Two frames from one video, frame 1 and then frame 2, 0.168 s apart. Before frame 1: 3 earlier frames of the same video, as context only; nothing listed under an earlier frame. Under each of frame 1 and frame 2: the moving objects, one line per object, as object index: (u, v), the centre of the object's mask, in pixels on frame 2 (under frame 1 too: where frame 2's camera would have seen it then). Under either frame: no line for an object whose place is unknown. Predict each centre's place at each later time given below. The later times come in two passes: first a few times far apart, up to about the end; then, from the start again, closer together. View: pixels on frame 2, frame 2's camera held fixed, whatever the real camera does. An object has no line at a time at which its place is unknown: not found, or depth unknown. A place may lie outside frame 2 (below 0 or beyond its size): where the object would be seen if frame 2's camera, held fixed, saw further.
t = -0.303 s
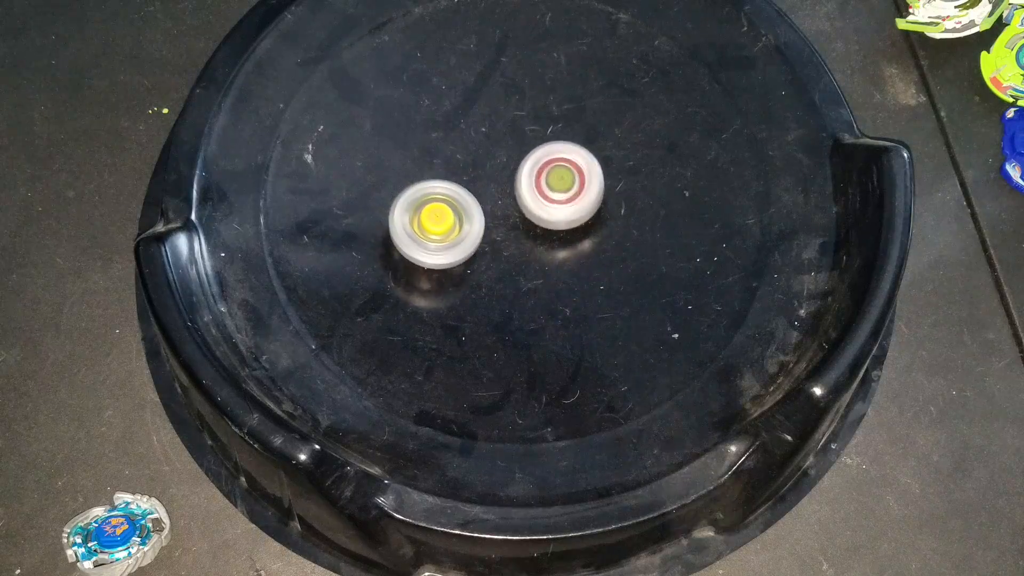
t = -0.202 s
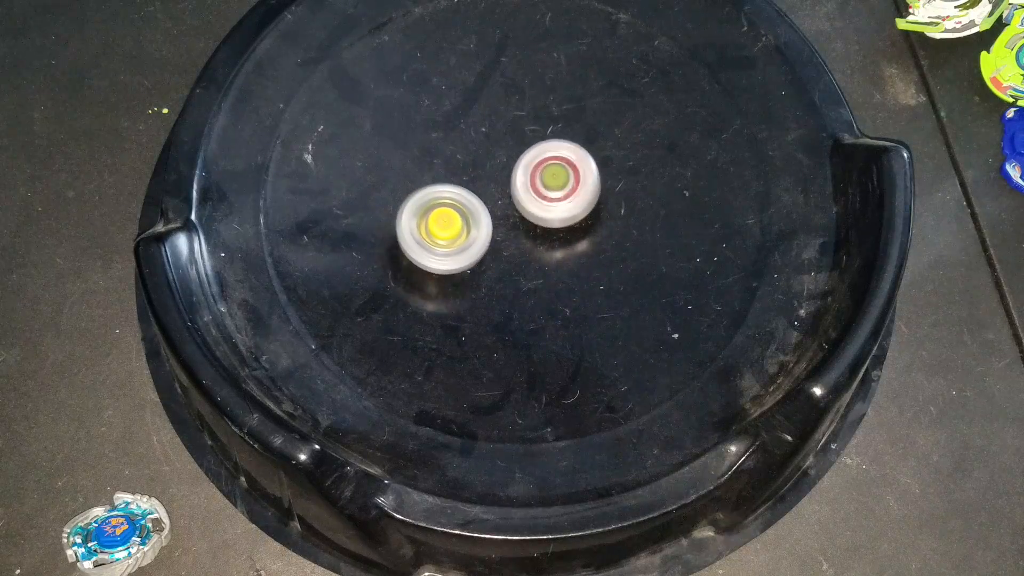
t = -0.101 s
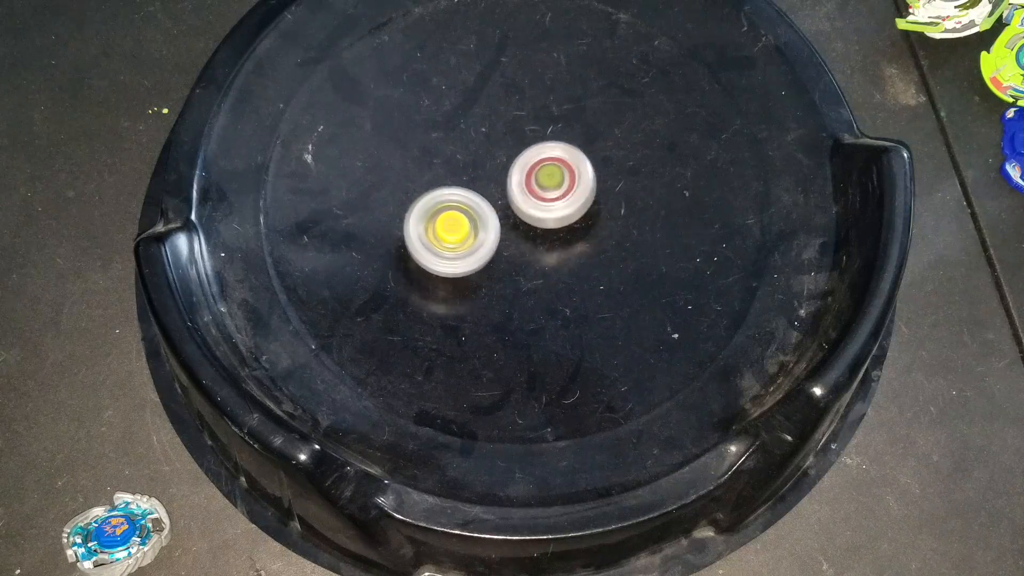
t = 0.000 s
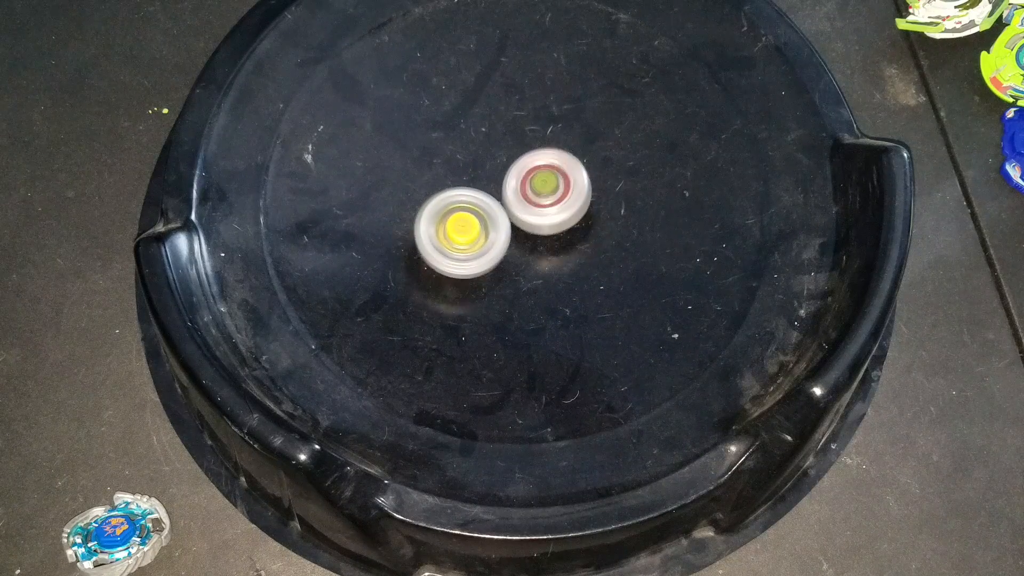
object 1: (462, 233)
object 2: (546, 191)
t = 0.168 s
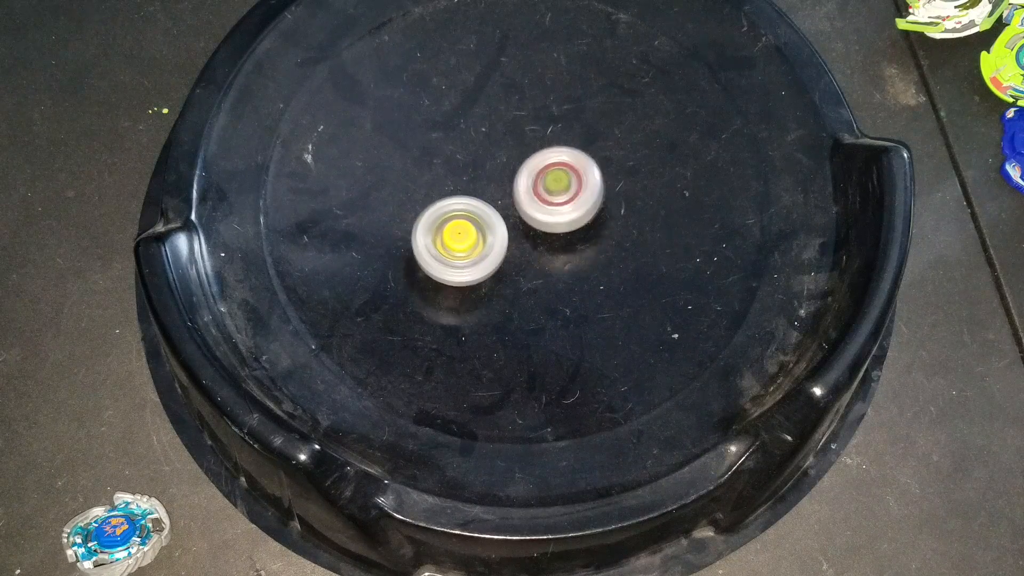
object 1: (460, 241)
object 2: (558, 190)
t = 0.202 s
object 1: (462, 242)
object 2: (556, 191)
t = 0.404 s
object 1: (473, 250)
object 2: (545, 195)
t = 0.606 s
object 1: (470, 267)
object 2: (547, 181)
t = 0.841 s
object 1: (482, 264)
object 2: (527, 177)
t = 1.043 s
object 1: (491, 260)
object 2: (510, 180)
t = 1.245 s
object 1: (499, 259)
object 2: (497, 176)
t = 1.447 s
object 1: (509, 256)
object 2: (489, 175)
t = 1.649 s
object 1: (522, 261)
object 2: (487, 173)
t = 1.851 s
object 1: (531, 257)
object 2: (488, 184)
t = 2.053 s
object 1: (543, 269)
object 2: (483, 181)
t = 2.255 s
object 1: (542, 262)
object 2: (484, 198)
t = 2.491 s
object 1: (544, 265)
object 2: (473, 198)
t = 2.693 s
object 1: (548, 262)
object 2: (458, 191)
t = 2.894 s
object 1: (548, 250)
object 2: (453, 190)
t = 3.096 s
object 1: (545, 233)
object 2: (458, 197)
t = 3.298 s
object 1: (567, 231)
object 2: (442, 195)
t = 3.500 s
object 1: (570, 219)
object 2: (448, 206)
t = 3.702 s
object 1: (567, 212)
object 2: (456, 217)
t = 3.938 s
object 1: (567, 203)
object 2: (452, 234)
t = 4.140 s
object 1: (563, 200)
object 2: (449, 242)
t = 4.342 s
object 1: (550, 196)
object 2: (454, 243)
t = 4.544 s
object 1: (551, 187)
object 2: (451, 247)
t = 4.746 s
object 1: (544, 181)
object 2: (459, 252)
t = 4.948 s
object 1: (531, 179)
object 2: (472, 257)
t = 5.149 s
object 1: (519, 183)
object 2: (485, 263)
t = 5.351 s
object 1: (516, 179)
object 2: (488, 276)
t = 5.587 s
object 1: (508, 183)
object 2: (494, 275)
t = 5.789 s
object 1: (503, 182)
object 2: (500, 276)
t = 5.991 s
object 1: (498, 180)
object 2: (514, 270)
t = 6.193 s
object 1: (496, 187)
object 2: (528, 268)
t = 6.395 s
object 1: (490, 192)
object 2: (539, 272)
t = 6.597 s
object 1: (492, 196)
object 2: (542, 269)
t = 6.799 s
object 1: (494, 192)
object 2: (542, 267)
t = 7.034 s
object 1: (491, 188)
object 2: (544, 265)
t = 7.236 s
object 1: (492, 184)
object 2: (550, 262)
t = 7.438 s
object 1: (498, 186)
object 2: (554, 260)
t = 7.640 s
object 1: (500, 184)
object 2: (556, 255)
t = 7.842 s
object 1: (488, 177)
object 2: (568, 265)
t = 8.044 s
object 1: (484, 190)
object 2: (569, 255)
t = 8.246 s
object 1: (482, 201)
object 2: (570, 243)
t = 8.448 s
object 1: (479, 207)
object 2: (575, 230)
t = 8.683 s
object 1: (477, 214)
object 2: (579, 221)
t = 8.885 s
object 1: (477, 213)
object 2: (576, 212)
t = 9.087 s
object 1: (478, 213)
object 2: (570, 203)
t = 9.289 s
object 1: (476, 214)
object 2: (567, 194)
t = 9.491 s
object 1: (474, 214)
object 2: (564, 191)
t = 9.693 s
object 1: (460, 220)
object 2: (571, 191)
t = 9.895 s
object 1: (461, 222)
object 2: (557, 188)
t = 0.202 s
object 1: (462, 242)
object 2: (556, 191)
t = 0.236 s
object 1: (464, 243)
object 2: (555, 193)
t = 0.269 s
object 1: (466, 244)
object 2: (553, 194)
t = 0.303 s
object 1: (468, 245)
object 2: (551, 195)
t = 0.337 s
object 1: (470, 247)
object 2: (548, 195)
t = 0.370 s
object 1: (472, 248)
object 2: (546, 195)
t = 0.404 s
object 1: (473, 250)
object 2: (545, 195)
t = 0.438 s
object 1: (467, 256)
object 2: (552, 189)
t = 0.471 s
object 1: (463, 261)
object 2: (558, 184)
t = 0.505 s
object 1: (464, 263)
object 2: (557, 183)
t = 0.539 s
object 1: (466, 265)
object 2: (553, 183)
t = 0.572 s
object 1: (468, 266)
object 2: (549, 182)
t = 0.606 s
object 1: (470, 267)
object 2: (547, 181)
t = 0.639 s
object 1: (472, 267)
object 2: (543, 180)
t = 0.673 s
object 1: (474, 267)
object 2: (540, 179)
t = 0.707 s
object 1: (476, 267)
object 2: (537, 179)
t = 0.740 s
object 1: (477, 266)
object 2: (534, 178)
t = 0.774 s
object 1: (479, 266)
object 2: (532, 178)
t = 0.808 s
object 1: (480, 265)
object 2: (529, 178)
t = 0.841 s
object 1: (482, 264)
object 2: (527, 177)
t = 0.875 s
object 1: (483, 264)
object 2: (523, 178)
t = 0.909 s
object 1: (485, 263)
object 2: (520, 178)
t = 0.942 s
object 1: (486, 262)
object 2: (518, 179)
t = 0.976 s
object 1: (488, 262)
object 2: (515, 179)
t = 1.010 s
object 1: (489, 261)
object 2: (513, 180)
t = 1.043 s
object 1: (491, 260)
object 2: (510, 180)
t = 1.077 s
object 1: (491, 260)
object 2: (508, 178)
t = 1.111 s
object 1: (492, 260)
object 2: (506, 178)
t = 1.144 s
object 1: (493, 259)
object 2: (504, 177)
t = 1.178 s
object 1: (495, 259)
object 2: (502, 176)
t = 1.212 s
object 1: (497, 259)
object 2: (499, 176)
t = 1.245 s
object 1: (499, 259)
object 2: (497, 176)
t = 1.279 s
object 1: (500, 258)
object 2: (495, 176)
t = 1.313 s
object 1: (501, 260)
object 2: (493, 174)
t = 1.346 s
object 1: (503, 260)
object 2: (493, 173)
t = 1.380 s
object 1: (505, 259)
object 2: (492, 174)
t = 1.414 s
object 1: (507, 258)
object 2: (490, 174)
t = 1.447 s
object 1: (509, 256)
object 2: (489, 175)
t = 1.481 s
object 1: (511, 256)
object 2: (489, 176)
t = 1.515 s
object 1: (513, 256)
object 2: (488, 176)
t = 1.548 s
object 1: (516, 260)
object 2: (488, 173)
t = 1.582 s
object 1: (518, 262)
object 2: (488, 172)
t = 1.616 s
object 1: (520, 261)
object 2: (487, 172)
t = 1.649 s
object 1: (522, 261)
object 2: (487, 173)
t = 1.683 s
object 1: (523, 260)
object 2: (487, 174)
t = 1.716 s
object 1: (525, 259)
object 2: (487, 175)
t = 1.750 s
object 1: (527, 258)
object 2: (487, 178)
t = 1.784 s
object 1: (528, 258)
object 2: (487, 180)
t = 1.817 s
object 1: (530, 257)
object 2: (488, 182)
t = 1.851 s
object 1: (531, 257)
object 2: (488, 184)
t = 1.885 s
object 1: (535, 262)
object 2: (486, 182)
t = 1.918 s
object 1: (539, 269)
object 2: (484, 175)
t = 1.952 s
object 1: (540, 271)
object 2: (484, 174)
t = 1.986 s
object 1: (542, 270)
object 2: (484, 177)
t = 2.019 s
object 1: (543, 269)
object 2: (483, 179)
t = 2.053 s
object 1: (543, 269)
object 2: (483, 181)
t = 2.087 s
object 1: (544, 268)
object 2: (483, 184)
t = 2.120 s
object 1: (543, 267)
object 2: (483, 186)
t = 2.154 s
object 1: (543, 266)
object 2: (483, 189)
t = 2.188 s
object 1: (542, 264)
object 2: (484, 192)
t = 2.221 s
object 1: (542, 263)
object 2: (484, 195)
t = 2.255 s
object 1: (542, 262)
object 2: (484, 198)
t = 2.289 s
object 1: (542, 263)
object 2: (482, 198)
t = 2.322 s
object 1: (541, 263)
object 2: (482, 199)
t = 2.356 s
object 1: (543, 266)
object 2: (478, 198)
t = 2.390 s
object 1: (545, 269)
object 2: (475, 195)
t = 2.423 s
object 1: (545, 268)
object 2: (474, 196)
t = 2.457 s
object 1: (545, 267)
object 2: (474, 198)
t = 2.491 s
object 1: (544, 265)
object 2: (473, 198)
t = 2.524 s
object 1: (543, 263)
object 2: (472, 200)
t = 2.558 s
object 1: (542, 261)
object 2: (472, 200)
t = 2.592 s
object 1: (541, 259)
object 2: (471, 201)
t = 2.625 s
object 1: (539, 257)
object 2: (470, 202)
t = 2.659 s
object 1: (543, 260)
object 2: (465, 197)
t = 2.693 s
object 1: (548, 262)
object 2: (458, 191)
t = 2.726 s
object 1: (549, 262)
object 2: (457, 189)
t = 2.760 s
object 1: (549, 260)
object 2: (455, 190)
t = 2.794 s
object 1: (549, 258)
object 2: (454, 190)
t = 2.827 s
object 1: (549, 256)
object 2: (454, 190)
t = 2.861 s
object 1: (549, 253)
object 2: (453, 190)
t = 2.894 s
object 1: (548, 250)
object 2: (453, 190)
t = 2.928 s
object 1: (548, 247)
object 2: (453, 191)
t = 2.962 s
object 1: (547, 244)
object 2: (454, 192)
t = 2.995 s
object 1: (547, 241)
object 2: (455, 193)
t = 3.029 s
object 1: (546, 239)
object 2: (456, 195)
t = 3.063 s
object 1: (545, 236)
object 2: (457, 196)
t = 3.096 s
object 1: (545, 233)
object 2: (458, 197)
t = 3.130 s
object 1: (545, 231)
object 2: (459, 199)
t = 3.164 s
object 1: (549, 232)
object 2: (456, 198)
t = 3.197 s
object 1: (560, 234)
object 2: (445, 194)
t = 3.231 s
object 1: (565, 235)
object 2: (441, 191)
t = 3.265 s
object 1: (566, 233)
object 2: (441, 193)
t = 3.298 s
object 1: (567, 231)
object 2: (442, 195)
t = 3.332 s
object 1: (568, 229)
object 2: (443, 198)
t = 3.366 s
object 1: (568, 227)
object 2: (444, 200)
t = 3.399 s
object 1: (569, 225)
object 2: (444, 202)
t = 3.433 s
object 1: (569, 223)
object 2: (445, 203)
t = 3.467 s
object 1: (570, 221)
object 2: (446, 205)
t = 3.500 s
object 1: (570, 219)
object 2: (448, 206)
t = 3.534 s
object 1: (570, 217)
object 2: (448, 208)
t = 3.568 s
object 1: (570, 216)
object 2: (450, 209)
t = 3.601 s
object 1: (569, 215)
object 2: (451, 211)
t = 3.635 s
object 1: (569, 214)
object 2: (453, 213)
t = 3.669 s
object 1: (568, 213)
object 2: (455, 215)
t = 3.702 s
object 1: (567, 212)
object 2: (456, 217)
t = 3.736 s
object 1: (566, 212)
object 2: (458, 219)
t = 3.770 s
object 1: (565, 211)
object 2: (459, 221)
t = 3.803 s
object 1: (563, 210)
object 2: (461, 223)
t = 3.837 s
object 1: (561, 209)
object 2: (463, 226)
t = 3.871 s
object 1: (559, 208)
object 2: (464, 228)
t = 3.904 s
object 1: (560, 206)
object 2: (462, 231)
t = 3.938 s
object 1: (567, 203)
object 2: (452, 234)
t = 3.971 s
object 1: (569, 203)
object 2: (447, 236)
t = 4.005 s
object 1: (568, 203)
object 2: (447, 237)
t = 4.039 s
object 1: (567, 202)
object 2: (447, 238)
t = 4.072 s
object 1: (566, 202)
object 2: (448, 240)
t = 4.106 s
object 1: (564, 201)
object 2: (448, 240)
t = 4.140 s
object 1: (563, 200)
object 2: (449, 242)
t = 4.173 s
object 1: (561, 200)
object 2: (450, 242)
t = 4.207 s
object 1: (559, 199)
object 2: (450, 243)
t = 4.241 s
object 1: (558, 198)
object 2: (451, 243)
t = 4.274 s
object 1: (555, 198)
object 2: (452, 243)
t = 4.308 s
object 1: (553, 197)
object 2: (453, 243)
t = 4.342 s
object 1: (550, 196)
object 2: (454, 243)
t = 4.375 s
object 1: (548, 195)
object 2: (456, 243)
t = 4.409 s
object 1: (546, 195)
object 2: (458, 242)
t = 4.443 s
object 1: (545, 195)
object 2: (460, 242)
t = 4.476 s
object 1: (542, 195)
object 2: (463, 242)
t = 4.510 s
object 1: (545, 192)
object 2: (459, 244)
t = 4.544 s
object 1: (551, 187)
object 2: (451, 247)
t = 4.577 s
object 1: (552, 186)
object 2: (449, 247)
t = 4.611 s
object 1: (551, 186)
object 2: (452, 248)
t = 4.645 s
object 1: (550, 185)
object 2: (454, 248)
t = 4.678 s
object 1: (548, 184)
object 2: (455, 250)
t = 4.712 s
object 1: (546, 183)
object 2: (457, 251)
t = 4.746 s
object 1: (544, 181)
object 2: (459, 252)
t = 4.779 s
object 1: (541, 180)
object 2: (461, 253)
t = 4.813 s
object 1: (538, 180)
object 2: (463, 254)
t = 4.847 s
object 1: (537, 180)
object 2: (465, 255)
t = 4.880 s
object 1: (535, 180)
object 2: (467, 255)
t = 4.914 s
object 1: (533, 179)
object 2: (469, 256)
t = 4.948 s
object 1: (531, 179)
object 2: (472, 257)
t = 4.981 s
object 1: (528, 179)
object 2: (474, 258)
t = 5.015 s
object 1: (526, 179)
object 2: (477, 259)
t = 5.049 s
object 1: (524, 180)
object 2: (478, 260)
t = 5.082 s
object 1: (522, 182)
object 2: (481, 261)
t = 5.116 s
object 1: (521, 183)
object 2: (483, 262)
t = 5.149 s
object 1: (519, 183)
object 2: (485, 263)
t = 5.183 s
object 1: (519, 184)
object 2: (486, 264)
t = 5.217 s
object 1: (518, 184)
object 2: (487, 265)
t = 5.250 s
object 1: (516, 184)
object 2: (489, 267)
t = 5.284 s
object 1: (517, 180)
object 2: (488, 273)
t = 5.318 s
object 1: (517, 179)
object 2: (487, 275)
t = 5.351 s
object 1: (516, 179)
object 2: (488, 276)
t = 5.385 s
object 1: (514, 180)
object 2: (490, 276)
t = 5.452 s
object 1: (513, 180)
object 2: (491, 276)
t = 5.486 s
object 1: (512, 181)
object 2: (492, 276)
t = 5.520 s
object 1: (510, 181)
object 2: (493, 276)
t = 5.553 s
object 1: (509, 182)
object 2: (493, 276)
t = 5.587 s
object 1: (508, 183)
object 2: (494, 275)
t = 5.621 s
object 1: (506, 184)
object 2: (495, 274)
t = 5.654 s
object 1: (505, 185)
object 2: (496, 273)
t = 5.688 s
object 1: (504, 185)
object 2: (497, 272)
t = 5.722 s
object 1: (503, 185)
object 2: (499, 273)
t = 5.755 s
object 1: (504, 183)
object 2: (499, 276)
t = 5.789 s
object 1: (503, 182)
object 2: (500, 276)
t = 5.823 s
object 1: (502, 183)
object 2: (502, 273)
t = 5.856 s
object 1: (501, 183)
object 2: (505, 271)
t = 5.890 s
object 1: (500, 183)
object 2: (507, 270)
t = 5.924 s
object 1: (499, 183)
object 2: (510, 271)
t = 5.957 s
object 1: (499, 181)
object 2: (512, 271)
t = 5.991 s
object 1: (498, 180)
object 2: (514, 270)
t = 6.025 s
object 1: (498, 181)
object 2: (517, 269)
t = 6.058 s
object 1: (498, 182)
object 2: (520, 269)
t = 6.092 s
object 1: (498, 183)
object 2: (522, 269)
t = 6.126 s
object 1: (497, 184)
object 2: (524, 269)
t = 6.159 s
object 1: (497, 185)
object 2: (526, 268)
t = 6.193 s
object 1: (496, 187)
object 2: (528, 268)
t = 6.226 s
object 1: (495, 187)
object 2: (531, 270)
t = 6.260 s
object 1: (493, 185)
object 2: (533, 275)
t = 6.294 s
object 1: (492, 185)
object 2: (535, 275)
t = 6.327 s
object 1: (491, 187)
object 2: (536, 274)
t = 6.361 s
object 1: (490, 189)
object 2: (538, 273)
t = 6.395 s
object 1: (490, 192)
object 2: (539, 272)
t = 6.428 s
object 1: (491, 194)
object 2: (540, 271)
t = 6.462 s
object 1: (492, 195)
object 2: (540, 270)
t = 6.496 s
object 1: (491, 196)
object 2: (542, 269)
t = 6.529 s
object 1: (491, 195)
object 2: (542, 271)
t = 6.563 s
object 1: (492, 196)
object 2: (542, 270)
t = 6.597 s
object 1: (492, 196)
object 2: (542, 269)
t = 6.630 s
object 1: (492, 195)
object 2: (544, 270)
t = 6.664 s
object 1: (493, 196)
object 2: (542, 269)
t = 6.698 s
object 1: (492, 194)
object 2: (543, 270)
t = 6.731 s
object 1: (493, 193)
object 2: (543, 270)
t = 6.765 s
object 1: (493, 193)
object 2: (543, 268)
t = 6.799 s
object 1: (494, 192)
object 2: (542, 267)
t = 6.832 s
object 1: (495, 192)
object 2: (543, 265)
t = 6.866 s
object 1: (494, 191)
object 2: (542, 264)
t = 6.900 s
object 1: (493, 190)
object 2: (542, 263)
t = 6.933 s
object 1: (492, 189)
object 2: (541, 263)
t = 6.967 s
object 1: (492, 189)
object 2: (541, 262)
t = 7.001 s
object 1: (491, 189)
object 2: (541, 262)
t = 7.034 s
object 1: (491, 188)
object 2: (544, 265)
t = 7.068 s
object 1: (489, 184)
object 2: (546, 269)
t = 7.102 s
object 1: (490, 183)
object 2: (547, 270)
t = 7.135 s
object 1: (490, 183)
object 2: (547, 268)
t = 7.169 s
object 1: (490, 184)
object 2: (548, 265)
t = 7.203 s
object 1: (491, 184)
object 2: (549, 264)
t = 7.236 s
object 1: (492, 184)
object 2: (550, 262)
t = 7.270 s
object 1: (493, 185)
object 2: (550, 262)
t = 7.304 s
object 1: (494, 186)
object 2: (550, 261)
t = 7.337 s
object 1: (496, 187)
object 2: (551, 259)
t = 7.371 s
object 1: (497, 188)
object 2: (552, 258)
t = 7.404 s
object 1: (498, 188)
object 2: (553, 258)
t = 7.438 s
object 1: (498, 186)
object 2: (554, 260)
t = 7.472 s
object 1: (498, 183)
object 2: (555, 262)
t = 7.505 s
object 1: (500, 183)
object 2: (553, 260)
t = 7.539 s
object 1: (500, 183)
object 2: (554, 257)
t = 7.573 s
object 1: (500, 183)
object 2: (554, 256)
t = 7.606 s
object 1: (500, 184)
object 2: (556, 255)
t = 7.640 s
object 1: (500, 184)
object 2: (556, 255)
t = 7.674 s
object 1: (499, 185)
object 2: (557, 254)
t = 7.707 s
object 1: (495, 179)
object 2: (564, 262)
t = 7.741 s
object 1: (491, 174)
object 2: (569, 268)
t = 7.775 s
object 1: (490, 174)
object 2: (570, 270)
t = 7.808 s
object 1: (489, 176)
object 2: (568, 268)
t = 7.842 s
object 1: (488, 177)
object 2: (568, 265)
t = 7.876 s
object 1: (487, 179)
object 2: (568, 263)
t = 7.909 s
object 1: (486, 181)
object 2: (570, 262)
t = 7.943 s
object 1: (485, 183)
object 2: (570, 261)
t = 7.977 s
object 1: (485, 185)
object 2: (569, 259)
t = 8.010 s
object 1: (484, 187)
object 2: (569, 258)
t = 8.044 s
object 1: (484, 190)
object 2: (569, 255)
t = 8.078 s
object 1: (484, 192)
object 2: (569, 254)
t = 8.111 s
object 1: (484, 194)
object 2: (569, 251)
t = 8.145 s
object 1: (483, 196)
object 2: (569, 249)
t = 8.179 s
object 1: (483, 198)
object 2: (569, 247)
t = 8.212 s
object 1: (483, 199)
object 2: (570, 245)
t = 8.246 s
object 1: (482, 201)
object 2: (570, 243)
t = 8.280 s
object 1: (481, 203)
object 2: (570, 240)
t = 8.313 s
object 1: (481, 204)
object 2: (571, 238)
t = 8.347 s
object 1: (480, 205)
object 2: (572, 236)
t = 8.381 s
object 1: (479, 206)
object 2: (573, 234)
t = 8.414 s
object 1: (479, 206)
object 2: (574, 232)
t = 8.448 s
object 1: (479, 207)
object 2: (575, 230)
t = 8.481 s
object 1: (479, 208)
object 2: (576, 229)
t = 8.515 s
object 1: (479, 209)
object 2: (578, 227)
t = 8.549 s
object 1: (478, 210)
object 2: (578, 226)
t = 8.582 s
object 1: (477, 211)
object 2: (579, 224)
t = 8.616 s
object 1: (476, 212)
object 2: (579, 223)
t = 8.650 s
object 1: (476, 214)
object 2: (579, 222)
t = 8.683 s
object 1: (477, 214)
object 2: (579, 221)
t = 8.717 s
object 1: (477, 213)
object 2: (579, 220)
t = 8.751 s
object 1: (478, 213)
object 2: (579, 218)
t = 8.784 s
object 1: (478, 213)
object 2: (578, 218)
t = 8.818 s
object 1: (477, 213)
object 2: (578, 215)
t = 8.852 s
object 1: (478, 213)
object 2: (577, 214)
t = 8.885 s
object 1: (477, 213)
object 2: (576, 212)
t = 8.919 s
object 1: (478, 214)
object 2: (575, 211)
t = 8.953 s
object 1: (478, 213)
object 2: (574, 210)
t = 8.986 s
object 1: (477, 213)
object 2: (573, 208)
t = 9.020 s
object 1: (478, 214)
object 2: (572, 206)
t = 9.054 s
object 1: (478, 214)
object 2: (571, 204)
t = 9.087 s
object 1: (478, 213)
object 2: (570, 203)
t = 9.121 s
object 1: (477, 215)
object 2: (569, 200)
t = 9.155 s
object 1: (478, 214)
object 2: (569, 199)
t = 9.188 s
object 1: (476, 214)
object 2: (569, 197)
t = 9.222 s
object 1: (476, 214)
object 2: (570, 197)
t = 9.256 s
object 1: (477, 213)
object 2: (568, 196)
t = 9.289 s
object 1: (476, 214)
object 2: (567, 194)
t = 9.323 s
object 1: (476, 214)
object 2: (566, 192)
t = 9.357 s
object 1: (477, 214)
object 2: (566, 190)
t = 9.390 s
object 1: (476, 214)
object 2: (565, 190)
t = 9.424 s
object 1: (475, 215)
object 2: (565, 189)
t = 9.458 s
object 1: (473, 213)
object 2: (566, 190)
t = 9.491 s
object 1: (474, 214)
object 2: (564, 191)
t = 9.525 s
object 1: (474, 215)
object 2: (563, 190)
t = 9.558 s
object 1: (466, 217)
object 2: (570, 187)
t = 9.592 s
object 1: (461, 218)
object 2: (576, 187)
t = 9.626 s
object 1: (460, 218)
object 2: (576, 190)
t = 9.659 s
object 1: (460, 219)
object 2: (573, 190)
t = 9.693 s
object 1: (460, 220)
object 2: (571, 191)
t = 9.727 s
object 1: (460, 220)
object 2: (569, 191)
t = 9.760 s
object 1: (460, 221)
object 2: (567, 190)
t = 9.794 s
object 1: (460, 221)
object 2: (565, 190)
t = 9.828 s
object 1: (460, 222)
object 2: (562, 190)
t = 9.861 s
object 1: (460, 222)
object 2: (560, 189)
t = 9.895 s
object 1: (461, 222)
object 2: (557, 188)
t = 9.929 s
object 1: (461, 222)
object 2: (555, 188)
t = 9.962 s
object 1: (461, 222)
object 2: (552, 187)
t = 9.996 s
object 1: (462, 223)
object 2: (549, 185)
